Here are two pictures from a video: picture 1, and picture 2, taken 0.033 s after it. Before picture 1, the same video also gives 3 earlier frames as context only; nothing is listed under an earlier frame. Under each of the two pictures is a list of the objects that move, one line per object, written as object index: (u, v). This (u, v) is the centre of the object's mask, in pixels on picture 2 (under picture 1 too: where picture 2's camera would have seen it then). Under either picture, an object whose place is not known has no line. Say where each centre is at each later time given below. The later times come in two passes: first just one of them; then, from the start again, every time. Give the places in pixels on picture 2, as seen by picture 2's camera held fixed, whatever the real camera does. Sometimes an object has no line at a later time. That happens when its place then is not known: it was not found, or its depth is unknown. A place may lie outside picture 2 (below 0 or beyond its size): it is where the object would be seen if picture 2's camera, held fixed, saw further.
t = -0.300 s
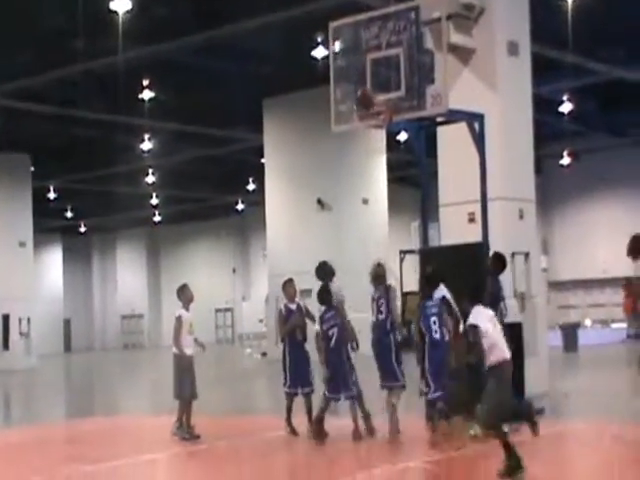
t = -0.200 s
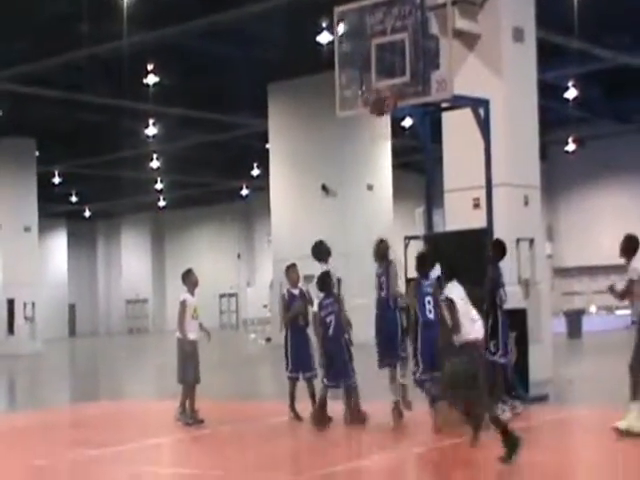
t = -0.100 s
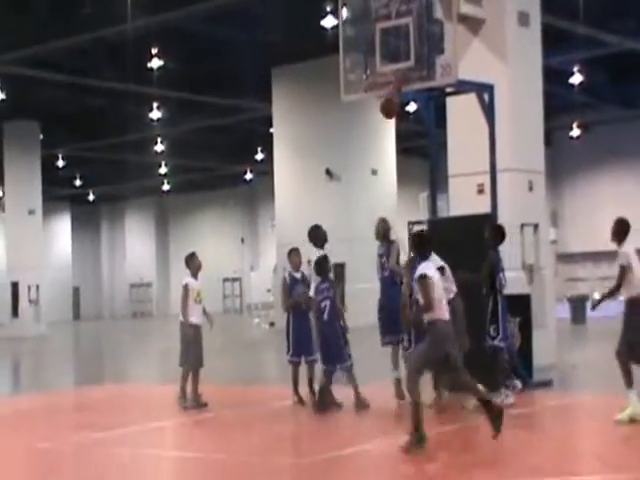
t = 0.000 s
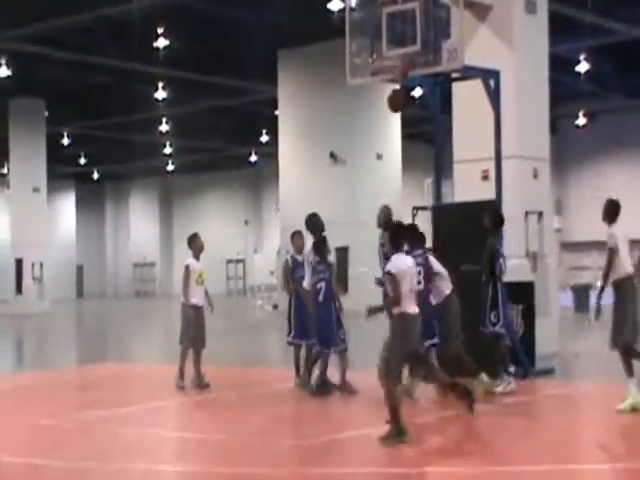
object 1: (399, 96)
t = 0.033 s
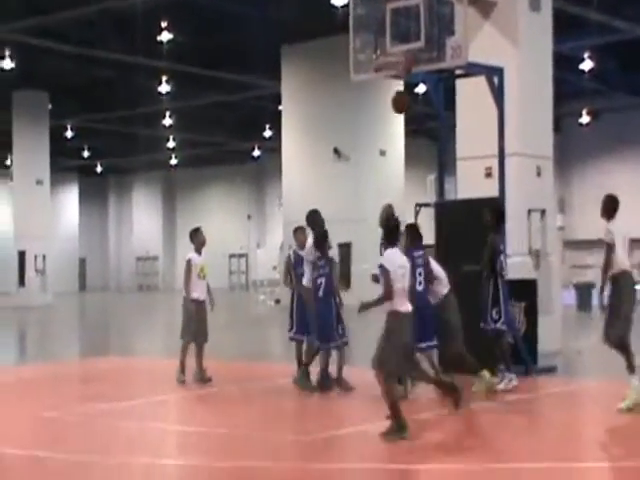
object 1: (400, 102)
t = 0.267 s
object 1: (406, 171)
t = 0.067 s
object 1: (400, 108)
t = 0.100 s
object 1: (400, 116)
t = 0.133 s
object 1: (400, 125)
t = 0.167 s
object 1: (402, 134)
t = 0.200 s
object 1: (402, 145)
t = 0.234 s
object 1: (402, 158)
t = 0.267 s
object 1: (406, 171)
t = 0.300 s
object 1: (408, 185)
